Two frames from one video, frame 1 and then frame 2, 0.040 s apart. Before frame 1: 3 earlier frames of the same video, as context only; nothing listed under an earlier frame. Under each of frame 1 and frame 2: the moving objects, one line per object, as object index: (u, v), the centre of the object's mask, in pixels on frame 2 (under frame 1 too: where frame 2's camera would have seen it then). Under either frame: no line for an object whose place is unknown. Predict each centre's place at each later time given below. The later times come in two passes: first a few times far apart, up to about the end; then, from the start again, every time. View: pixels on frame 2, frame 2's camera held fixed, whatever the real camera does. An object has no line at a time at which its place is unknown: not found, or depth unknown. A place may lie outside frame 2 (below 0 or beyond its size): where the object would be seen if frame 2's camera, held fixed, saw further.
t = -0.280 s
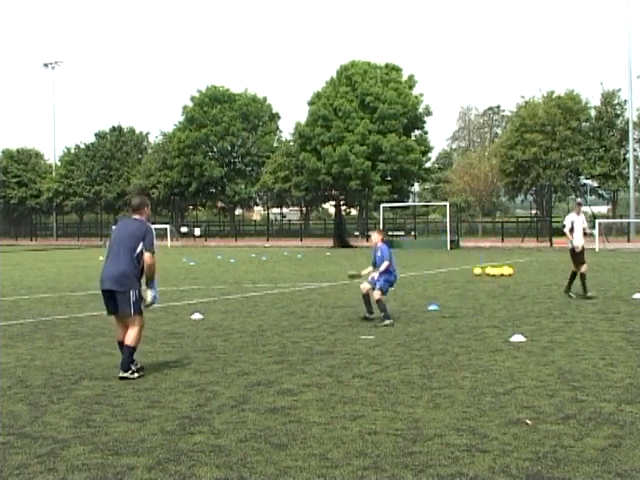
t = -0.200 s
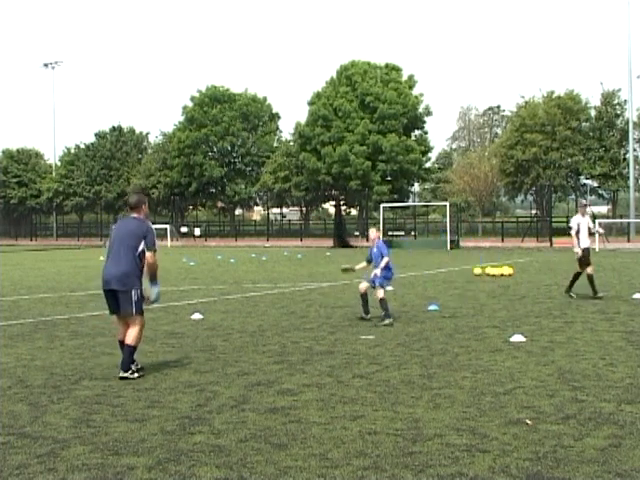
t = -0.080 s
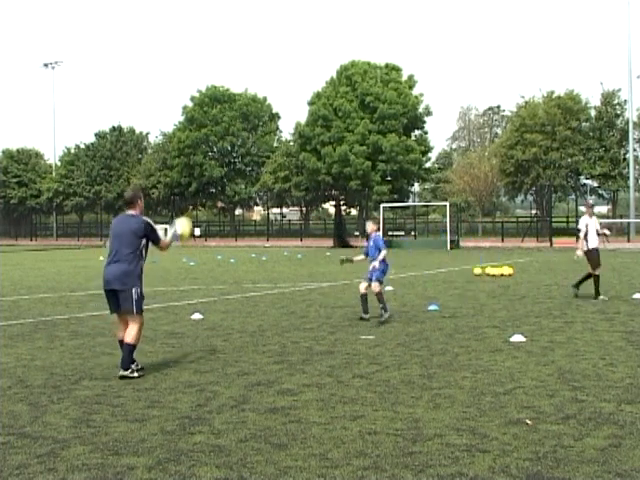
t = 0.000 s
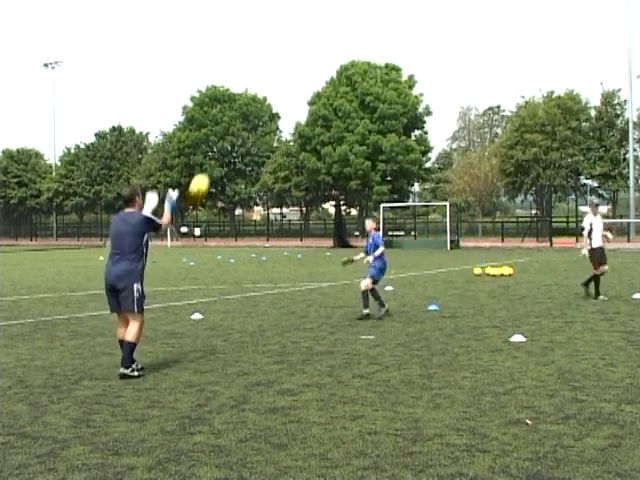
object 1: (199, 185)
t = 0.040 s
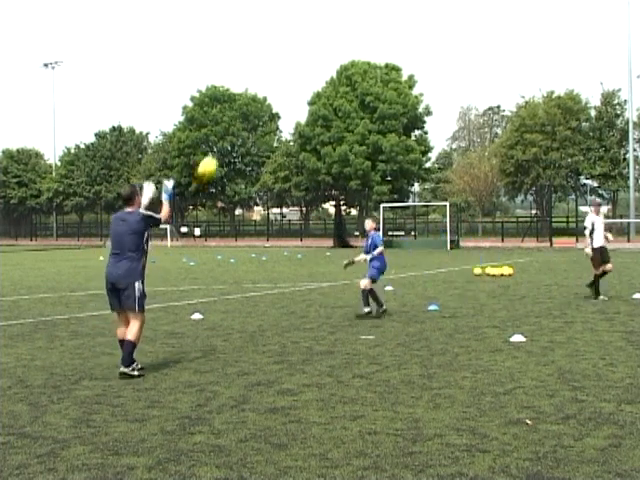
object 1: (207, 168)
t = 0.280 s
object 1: (250, 101)
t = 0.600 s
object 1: (296, 96)
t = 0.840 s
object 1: (322, 136)
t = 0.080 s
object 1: (216, 151)
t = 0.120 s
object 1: (223, 136)
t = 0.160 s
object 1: (230, 125)
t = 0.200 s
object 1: (238, 115)
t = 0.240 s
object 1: (245, 106)
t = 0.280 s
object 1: (250, 101)
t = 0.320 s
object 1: (257, 94)
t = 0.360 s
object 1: (264, 91)
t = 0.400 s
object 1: (270, 90)
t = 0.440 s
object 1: (275, 89)
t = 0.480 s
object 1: (280, 89)
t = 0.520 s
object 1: (286, 91)
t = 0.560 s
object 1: (291, 92)
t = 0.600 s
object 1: (296, 96)
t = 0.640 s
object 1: (300, 100)
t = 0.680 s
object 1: (305, 105)
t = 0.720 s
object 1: (310, 112)
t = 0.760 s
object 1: (314, 119)
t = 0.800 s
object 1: (318, 127)
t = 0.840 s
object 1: (322, 136)
